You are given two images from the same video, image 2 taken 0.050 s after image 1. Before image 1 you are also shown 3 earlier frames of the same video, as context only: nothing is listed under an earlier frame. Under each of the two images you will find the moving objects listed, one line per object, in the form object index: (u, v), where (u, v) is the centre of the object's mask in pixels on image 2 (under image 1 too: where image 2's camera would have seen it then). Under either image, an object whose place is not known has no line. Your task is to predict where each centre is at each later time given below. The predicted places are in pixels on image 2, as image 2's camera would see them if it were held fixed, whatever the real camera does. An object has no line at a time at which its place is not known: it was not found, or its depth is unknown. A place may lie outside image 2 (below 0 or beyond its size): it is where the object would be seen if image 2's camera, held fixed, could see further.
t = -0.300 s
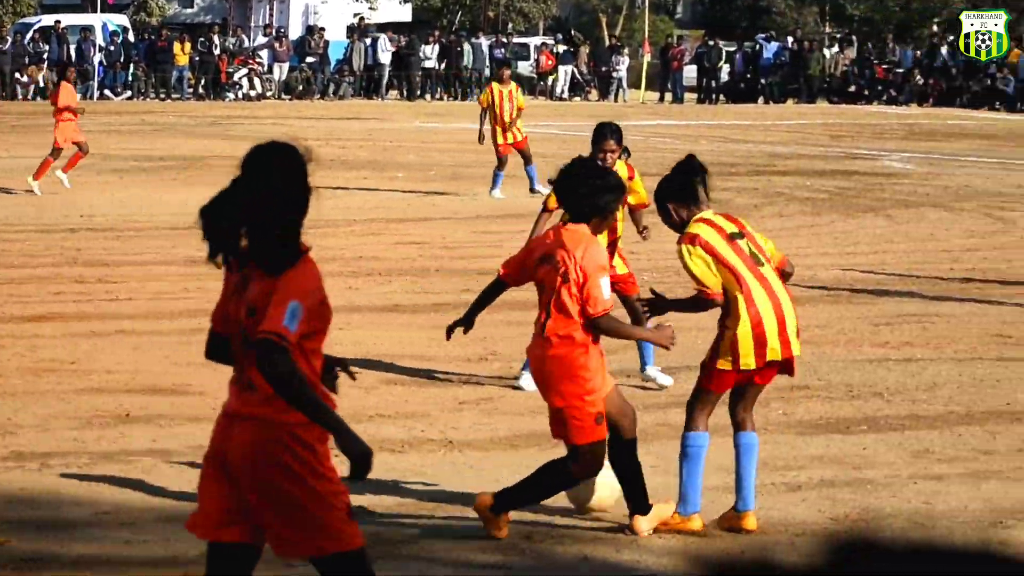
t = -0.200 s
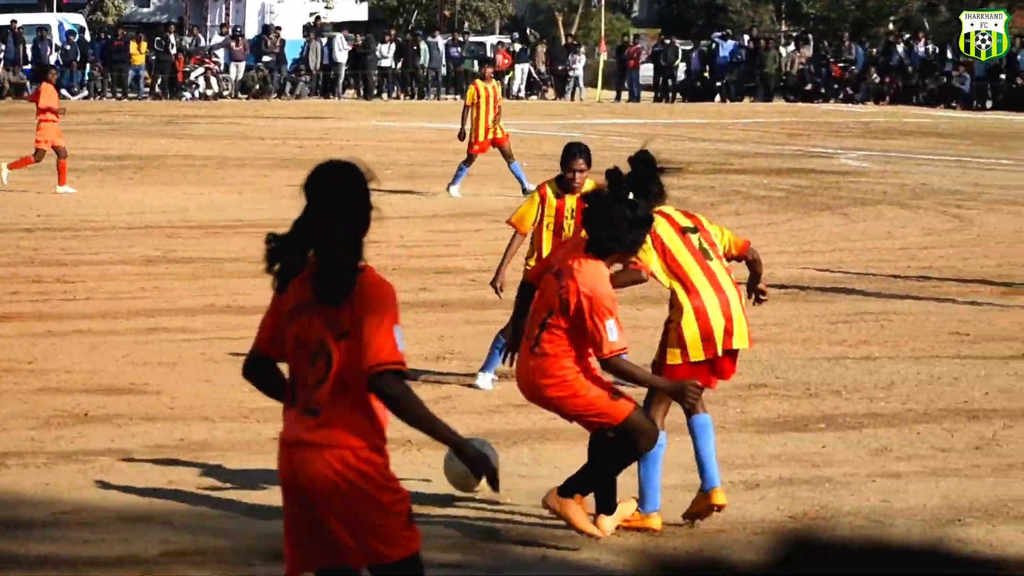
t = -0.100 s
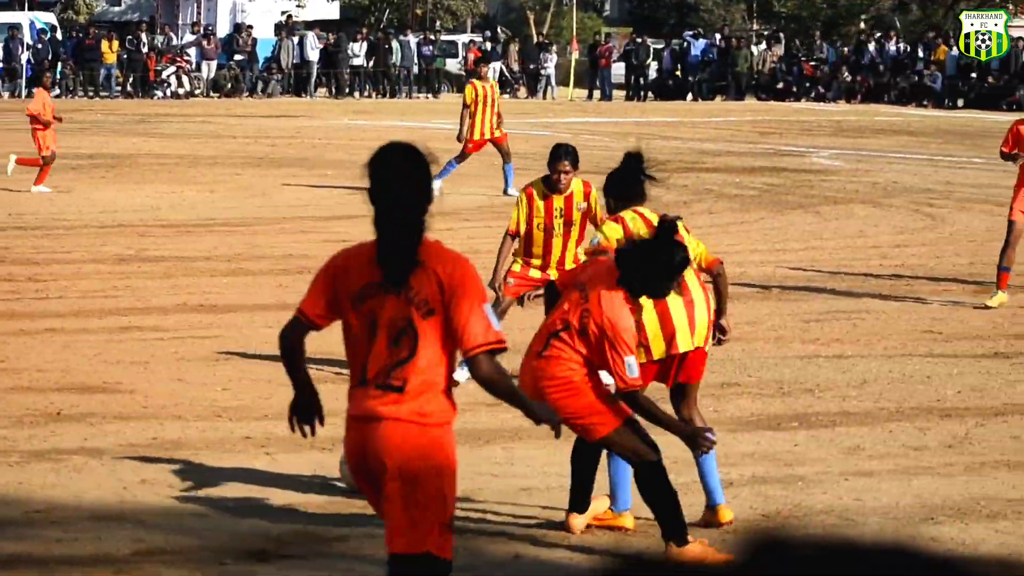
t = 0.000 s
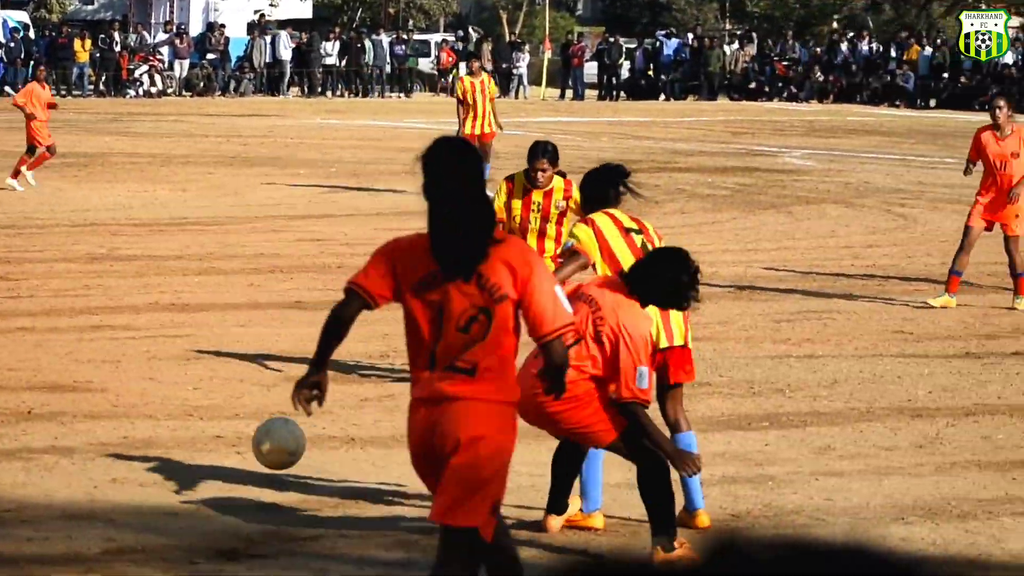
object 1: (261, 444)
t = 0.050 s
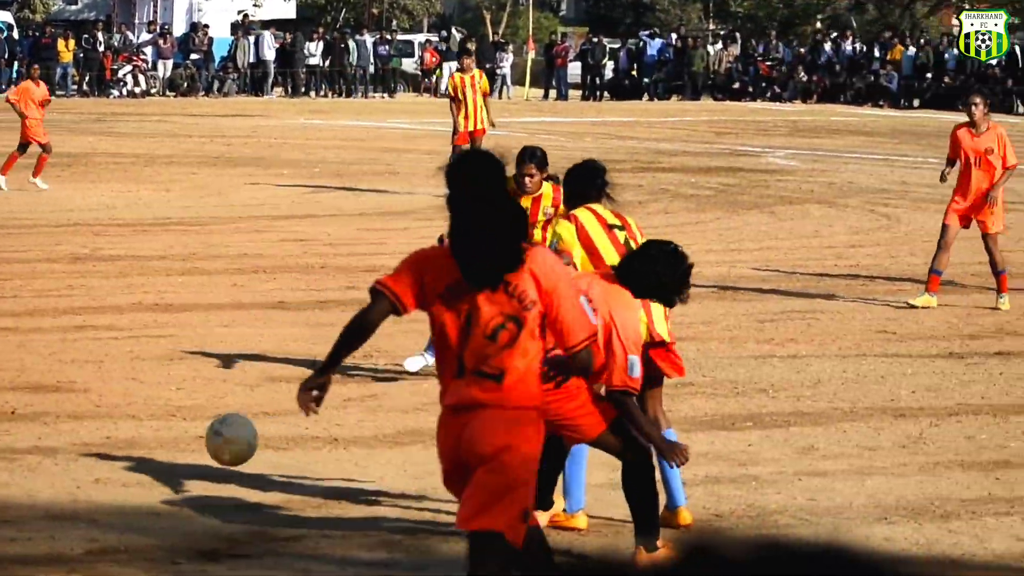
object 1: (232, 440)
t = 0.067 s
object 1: (222, 440)
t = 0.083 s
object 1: (213, 441)
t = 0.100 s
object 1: (204, 443)
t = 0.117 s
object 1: (195, 446)
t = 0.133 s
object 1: (186, 449)
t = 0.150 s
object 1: (177, 447)
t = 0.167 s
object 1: (168, 442)
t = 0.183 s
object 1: (159, 437)
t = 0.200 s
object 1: (150, 434)
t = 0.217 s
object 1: (141, 432)
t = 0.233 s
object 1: (132, 430)
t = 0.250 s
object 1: (123, 430)
